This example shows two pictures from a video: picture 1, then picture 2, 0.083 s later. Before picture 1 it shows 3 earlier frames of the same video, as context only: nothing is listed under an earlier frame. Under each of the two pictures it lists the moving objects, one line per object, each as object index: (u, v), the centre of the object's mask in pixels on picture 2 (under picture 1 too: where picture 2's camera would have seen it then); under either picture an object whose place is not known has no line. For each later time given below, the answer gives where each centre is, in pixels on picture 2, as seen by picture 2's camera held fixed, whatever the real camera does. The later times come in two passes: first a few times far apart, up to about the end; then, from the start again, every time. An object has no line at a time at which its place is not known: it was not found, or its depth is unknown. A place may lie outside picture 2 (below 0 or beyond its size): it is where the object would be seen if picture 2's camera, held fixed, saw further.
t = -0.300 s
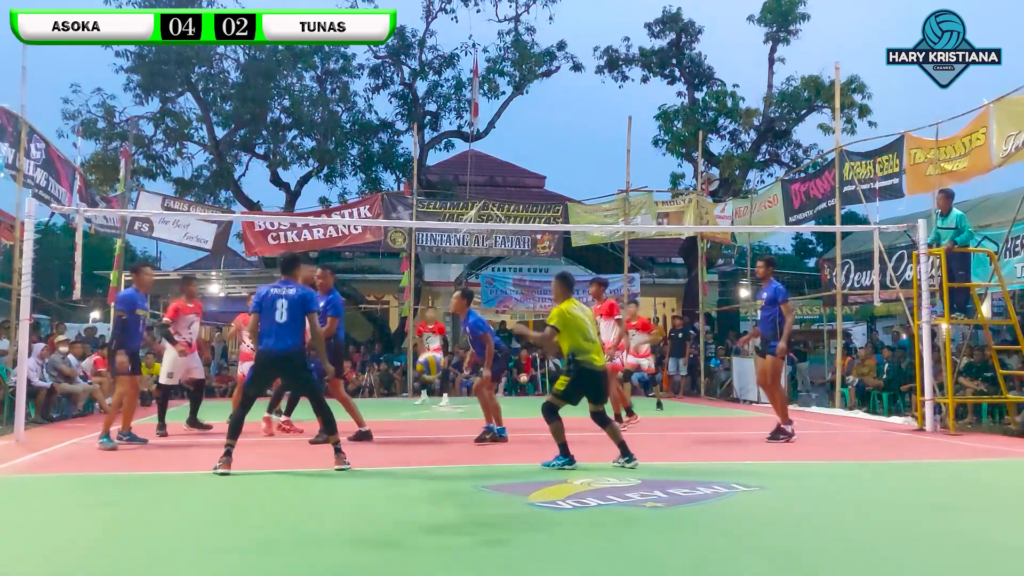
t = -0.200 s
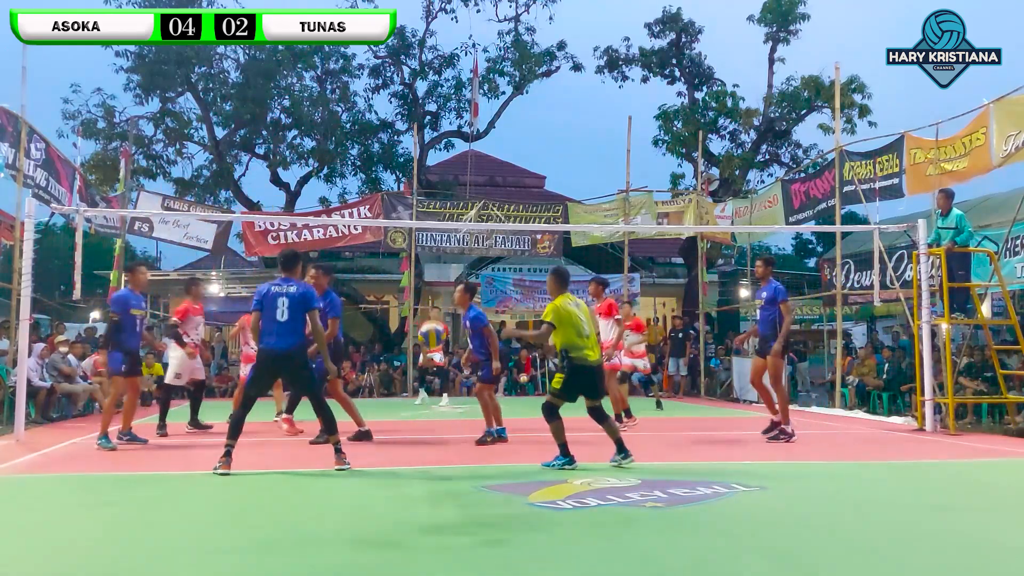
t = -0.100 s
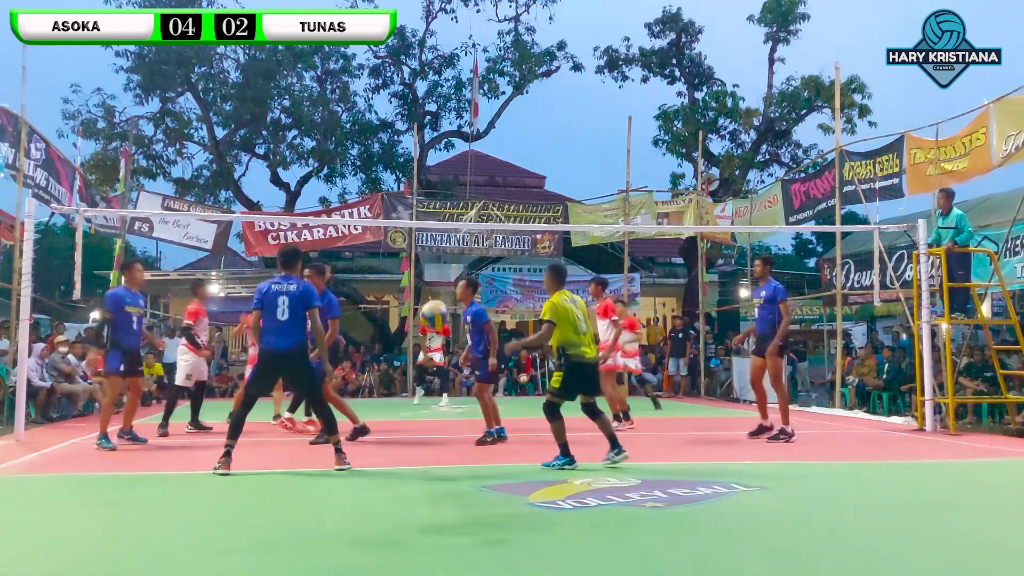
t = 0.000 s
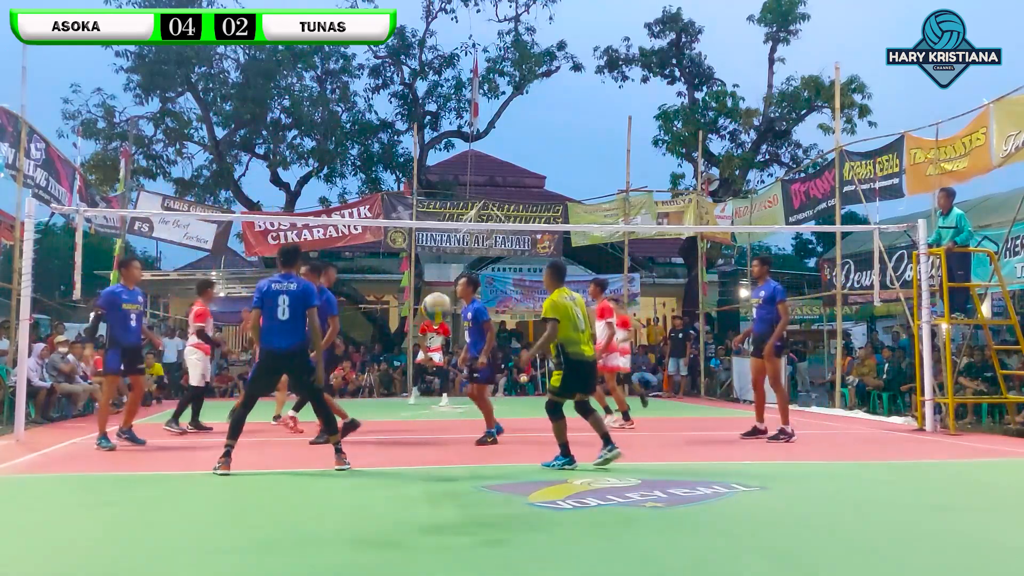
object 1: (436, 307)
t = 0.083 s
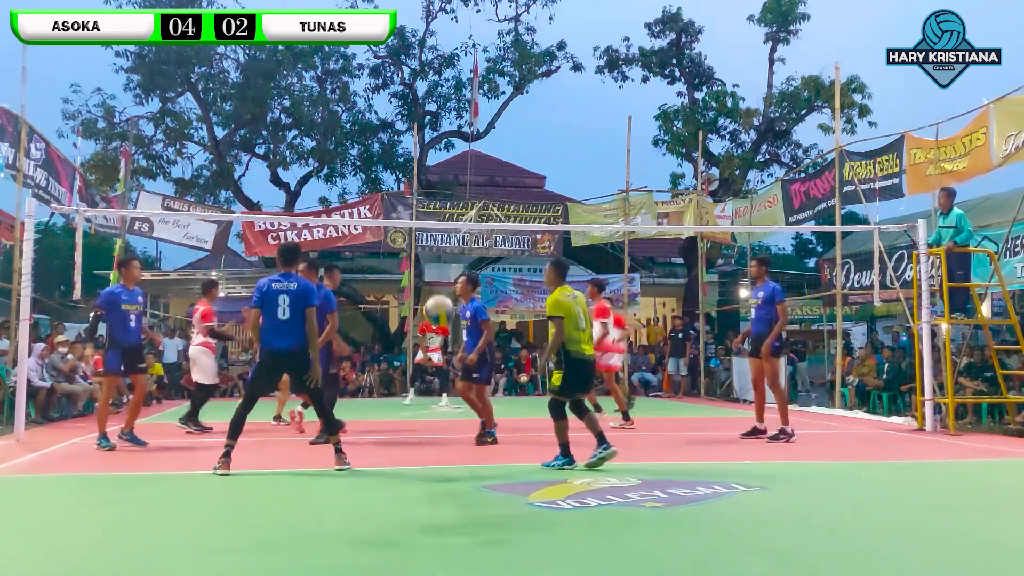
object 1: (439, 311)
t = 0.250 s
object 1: (443, 353)
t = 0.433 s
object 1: (448, 467)
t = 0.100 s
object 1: (439, 313)
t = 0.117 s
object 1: (440, 316)
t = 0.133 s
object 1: (440, 319)
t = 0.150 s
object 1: (441, 322)
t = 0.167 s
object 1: (441, 326)
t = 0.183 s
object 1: (442, 330)
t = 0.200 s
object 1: (442, 336)
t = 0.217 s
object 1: (443, 341)
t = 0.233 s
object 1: (443, 347)
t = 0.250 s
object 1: (443, 353)
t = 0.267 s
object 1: (444, 360)
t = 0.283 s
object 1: (445, 369)
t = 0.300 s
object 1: (445, 377)
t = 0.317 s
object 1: (445, 385)
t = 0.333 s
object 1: (446, 394)
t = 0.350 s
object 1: (446, 405)
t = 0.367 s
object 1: (447, 416)
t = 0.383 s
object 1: (447, 428)
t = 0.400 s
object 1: (447, 441)
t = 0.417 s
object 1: (448, 454)
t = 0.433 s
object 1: (448, 467)
